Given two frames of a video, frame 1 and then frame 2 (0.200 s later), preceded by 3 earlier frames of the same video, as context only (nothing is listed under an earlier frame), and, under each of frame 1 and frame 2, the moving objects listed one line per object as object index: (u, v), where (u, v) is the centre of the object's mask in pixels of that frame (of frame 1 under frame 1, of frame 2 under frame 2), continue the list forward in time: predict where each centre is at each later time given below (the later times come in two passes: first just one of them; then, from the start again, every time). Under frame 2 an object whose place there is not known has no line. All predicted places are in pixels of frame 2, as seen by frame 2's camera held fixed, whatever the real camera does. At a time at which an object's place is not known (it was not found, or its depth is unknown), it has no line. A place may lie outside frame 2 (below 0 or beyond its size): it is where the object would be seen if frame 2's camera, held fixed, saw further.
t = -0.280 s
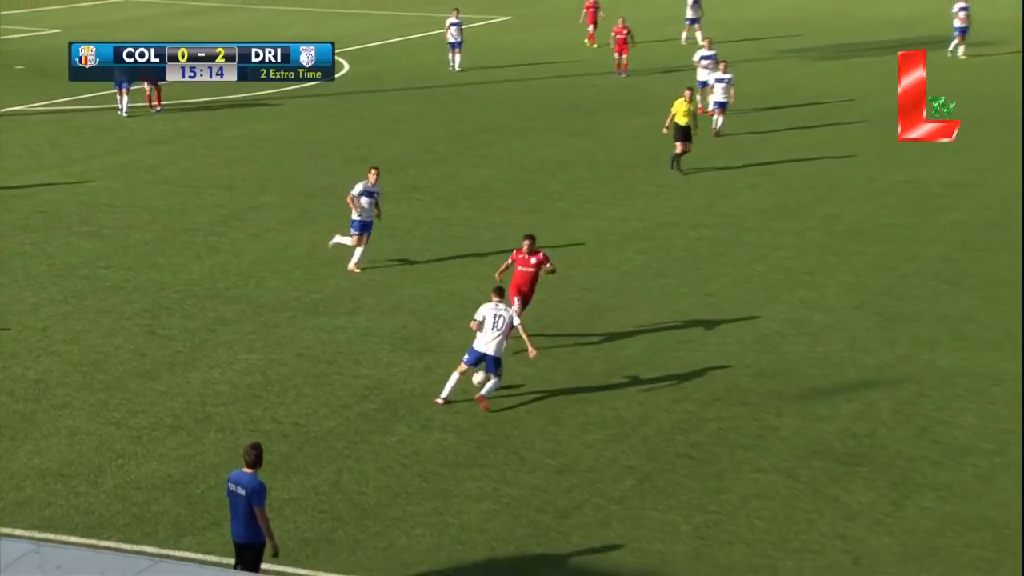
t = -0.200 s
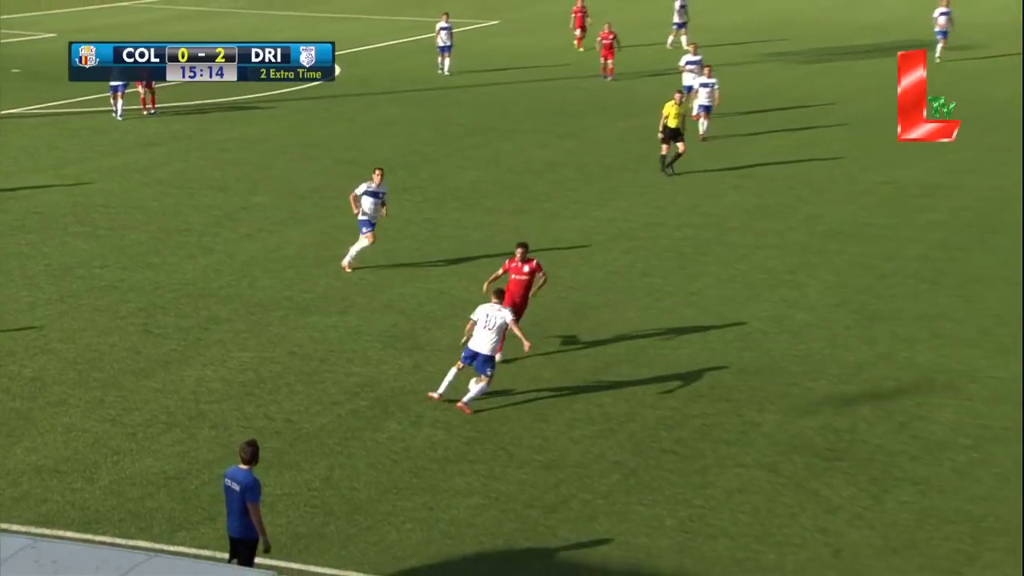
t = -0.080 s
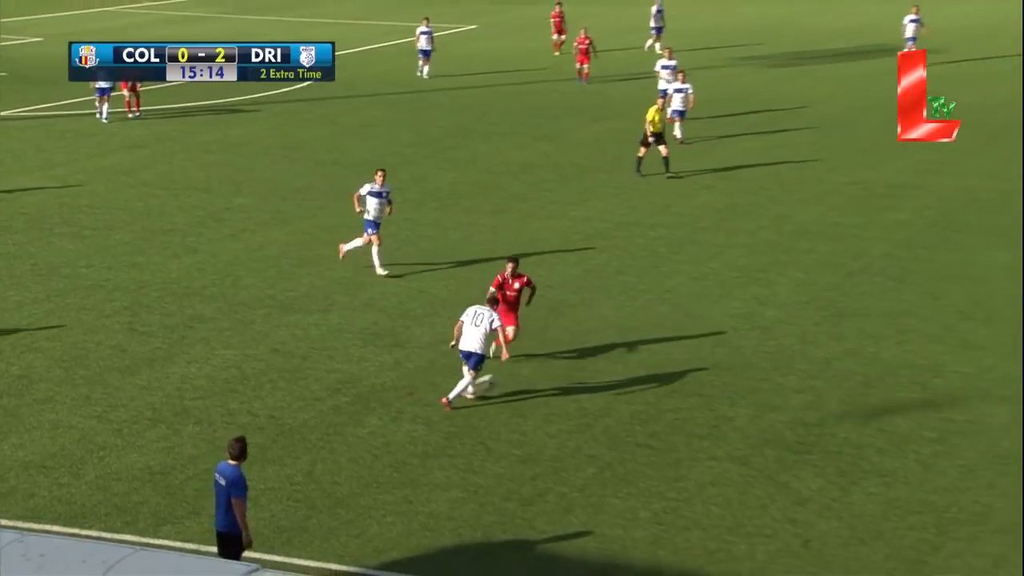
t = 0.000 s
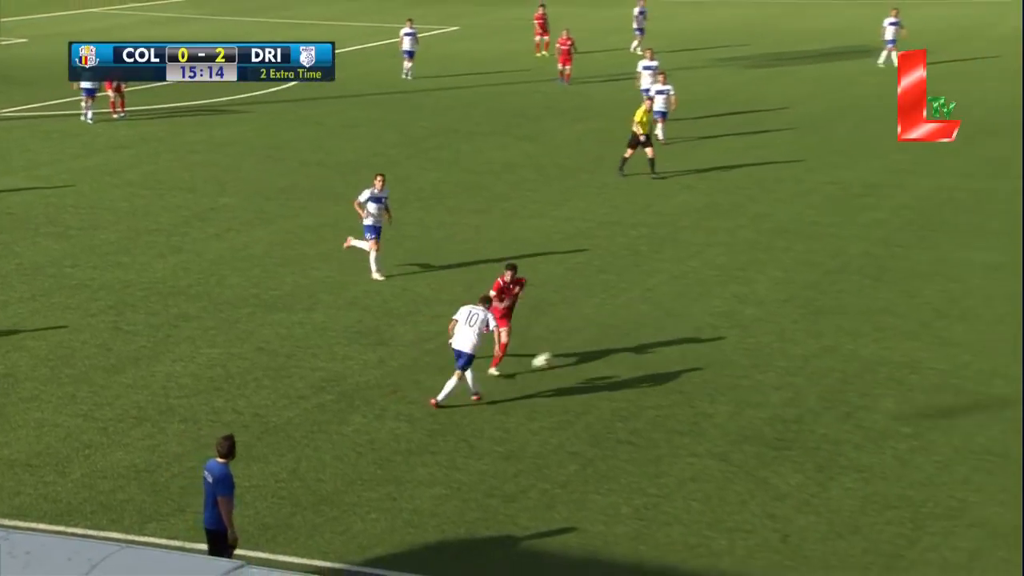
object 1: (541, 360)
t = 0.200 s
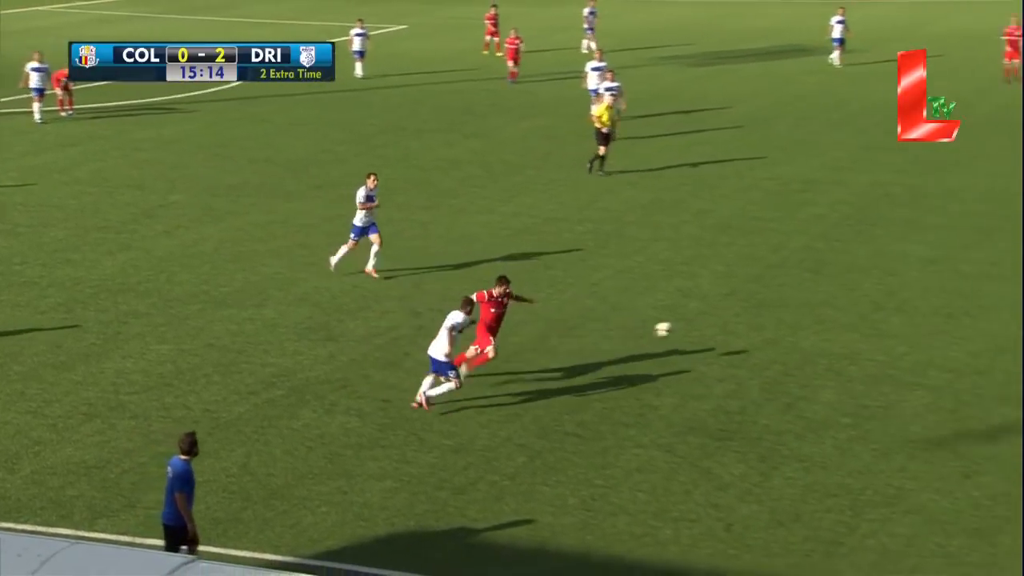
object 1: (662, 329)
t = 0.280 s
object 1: (730, 327)
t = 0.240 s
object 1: (696, 328)
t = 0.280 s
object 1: (730, 327)
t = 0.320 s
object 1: (762, 328)
